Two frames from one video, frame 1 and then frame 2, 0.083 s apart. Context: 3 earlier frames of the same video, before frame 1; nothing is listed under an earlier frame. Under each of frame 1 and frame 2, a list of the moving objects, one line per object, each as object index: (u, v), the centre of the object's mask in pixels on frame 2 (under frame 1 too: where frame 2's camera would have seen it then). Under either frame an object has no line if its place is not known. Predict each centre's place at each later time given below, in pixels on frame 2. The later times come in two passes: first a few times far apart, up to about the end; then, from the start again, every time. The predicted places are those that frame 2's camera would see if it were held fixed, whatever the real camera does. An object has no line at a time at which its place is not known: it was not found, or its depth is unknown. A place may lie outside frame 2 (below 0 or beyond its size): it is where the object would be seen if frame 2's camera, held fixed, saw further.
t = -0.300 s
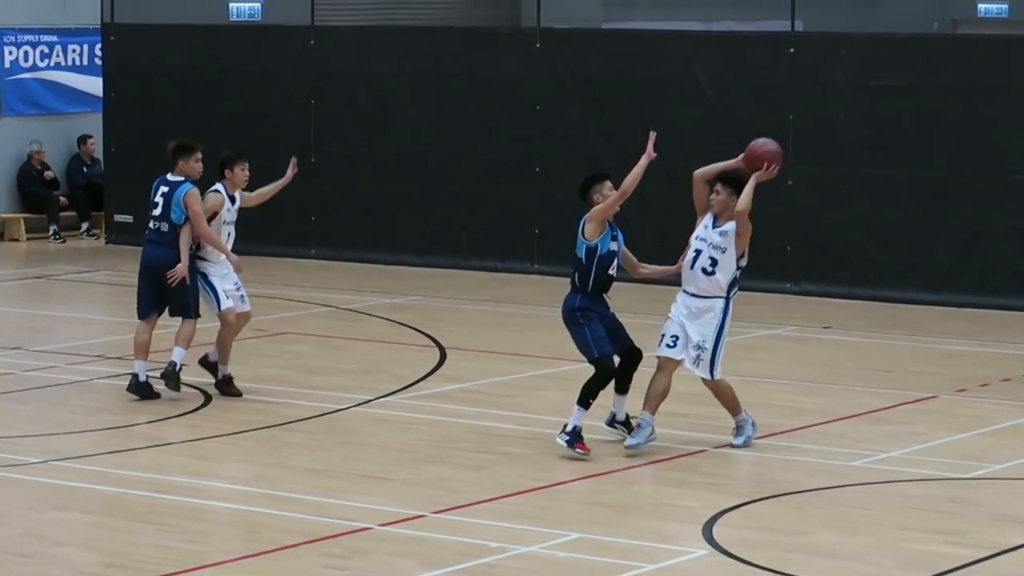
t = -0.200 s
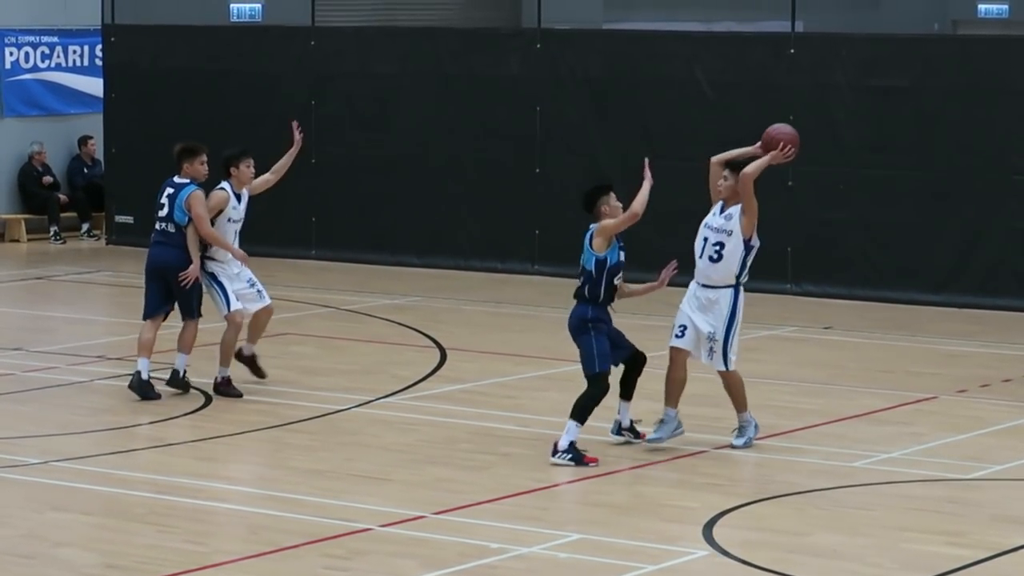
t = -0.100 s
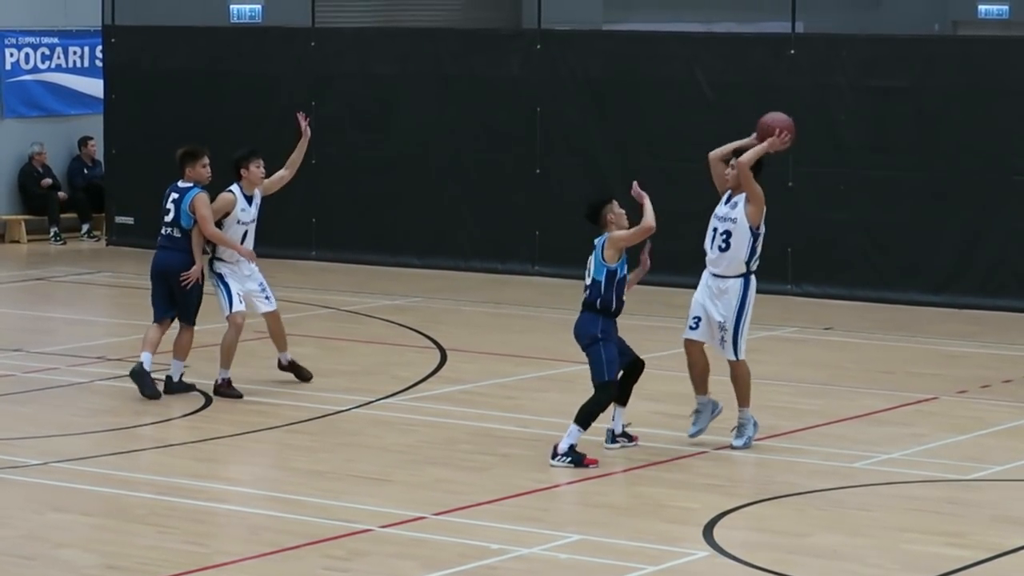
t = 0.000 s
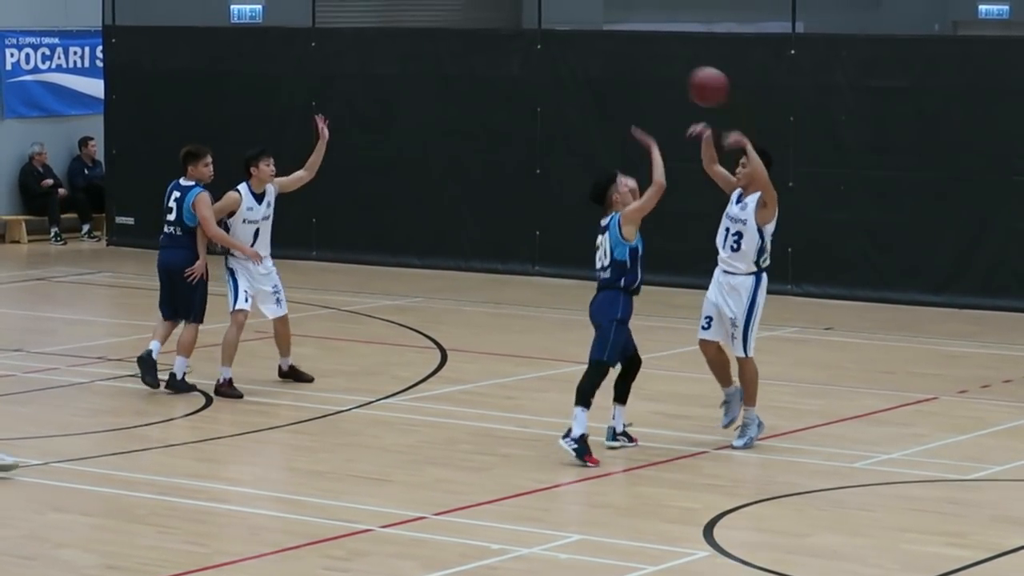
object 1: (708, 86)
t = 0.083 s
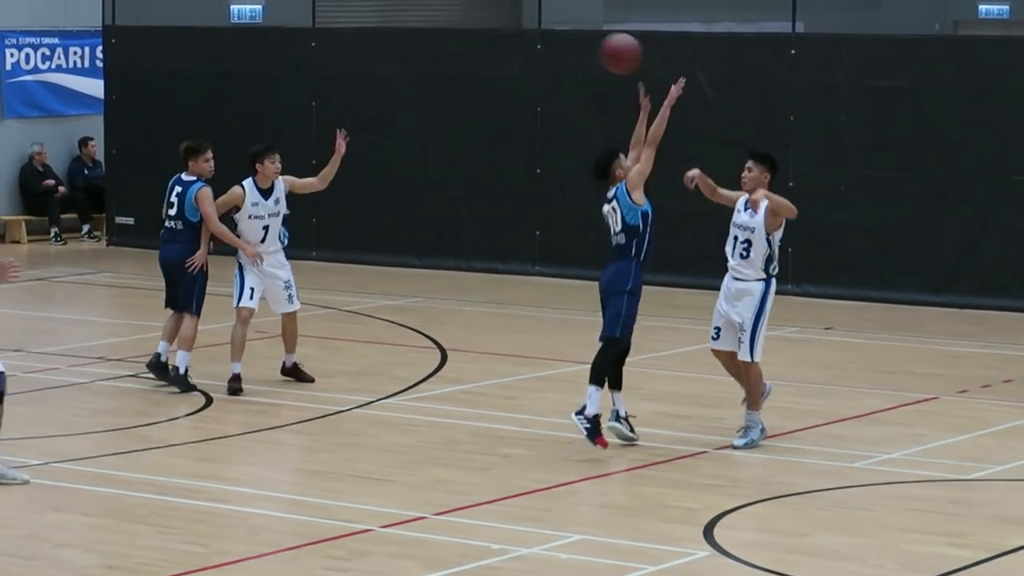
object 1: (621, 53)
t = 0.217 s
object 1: (476, 23)
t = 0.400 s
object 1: (266, 29)
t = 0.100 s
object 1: (603, 48)
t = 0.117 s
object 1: (585, 43)
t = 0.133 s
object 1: (567, 38)
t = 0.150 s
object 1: (549, 34)
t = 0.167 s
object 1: (531, 31)
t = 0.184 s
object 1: (513, 27)
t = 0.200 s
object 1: (494, 25)
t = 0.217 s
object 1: (476, 23)
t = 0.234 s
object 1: (457, 21)
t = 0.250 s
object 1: (439, 20)
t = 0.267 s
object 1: (419, 20)
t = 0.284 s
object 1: (400, 19)
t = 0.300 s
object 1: (381, 19)
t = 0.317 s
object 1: (362, 20)
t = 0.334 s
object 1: (342, 20)
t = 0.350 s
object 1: (324, 22)
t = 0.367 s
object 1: (304, 23)
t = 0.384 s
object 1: (285, 26)
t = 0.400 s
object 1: (266, 29)
